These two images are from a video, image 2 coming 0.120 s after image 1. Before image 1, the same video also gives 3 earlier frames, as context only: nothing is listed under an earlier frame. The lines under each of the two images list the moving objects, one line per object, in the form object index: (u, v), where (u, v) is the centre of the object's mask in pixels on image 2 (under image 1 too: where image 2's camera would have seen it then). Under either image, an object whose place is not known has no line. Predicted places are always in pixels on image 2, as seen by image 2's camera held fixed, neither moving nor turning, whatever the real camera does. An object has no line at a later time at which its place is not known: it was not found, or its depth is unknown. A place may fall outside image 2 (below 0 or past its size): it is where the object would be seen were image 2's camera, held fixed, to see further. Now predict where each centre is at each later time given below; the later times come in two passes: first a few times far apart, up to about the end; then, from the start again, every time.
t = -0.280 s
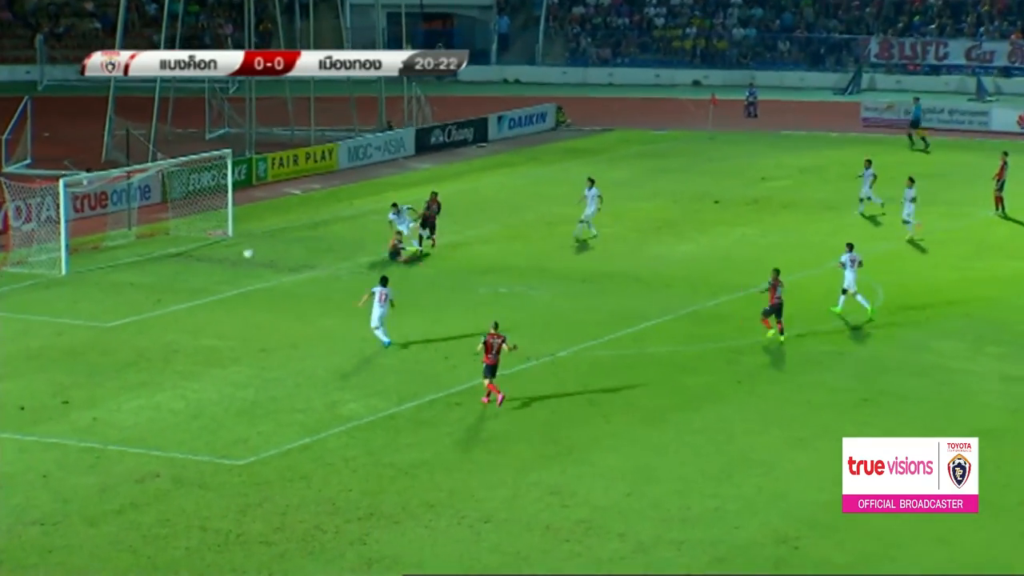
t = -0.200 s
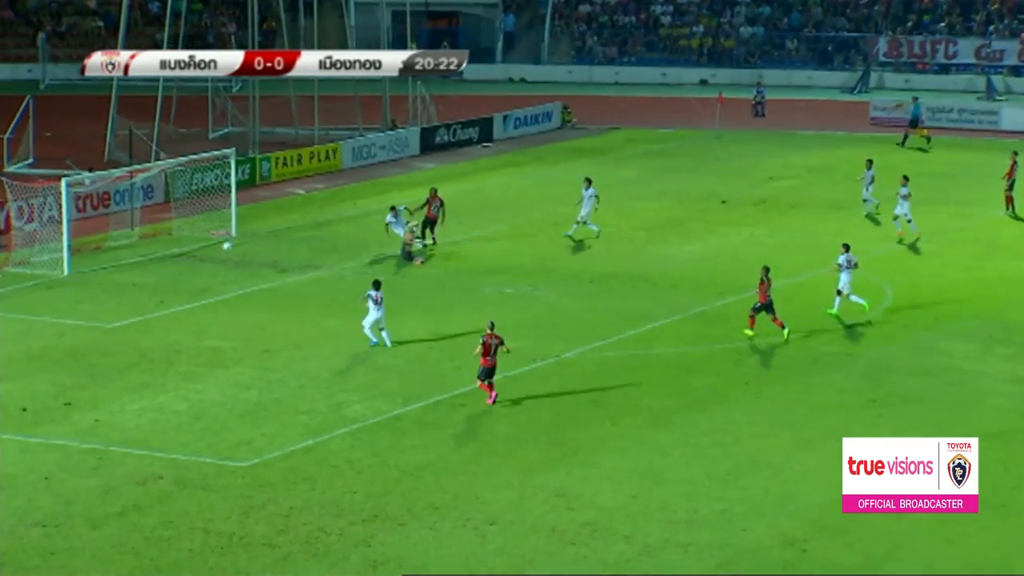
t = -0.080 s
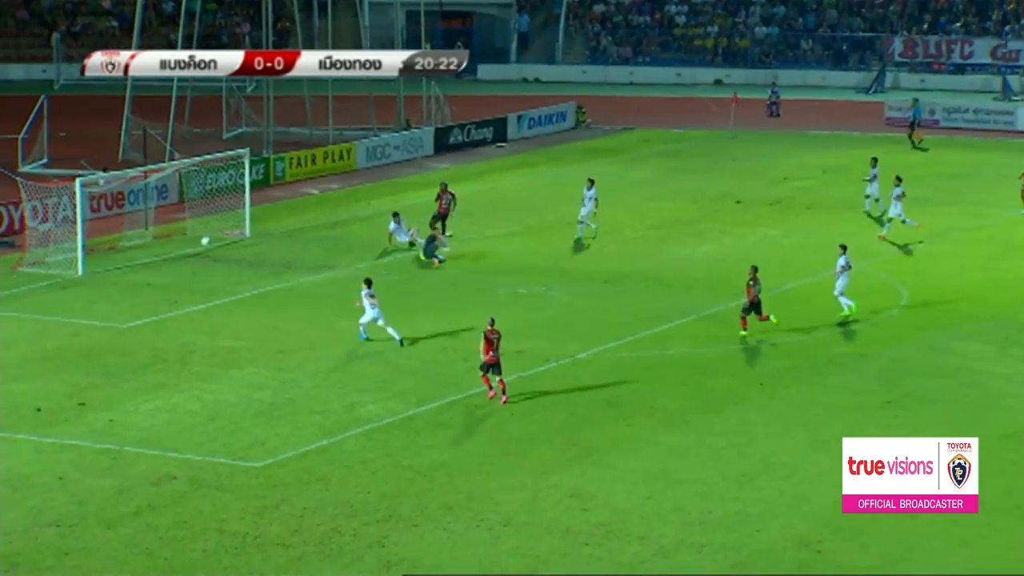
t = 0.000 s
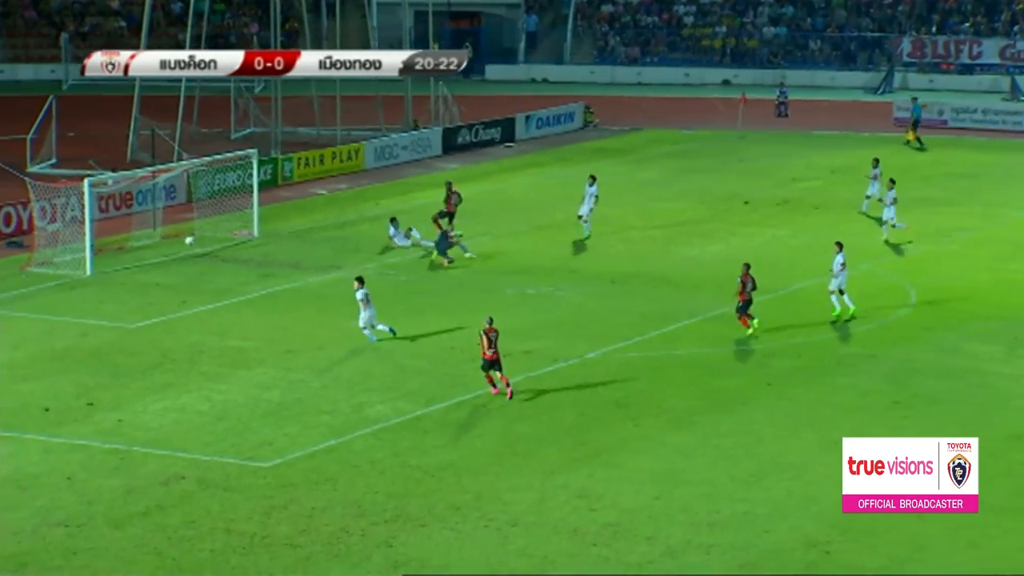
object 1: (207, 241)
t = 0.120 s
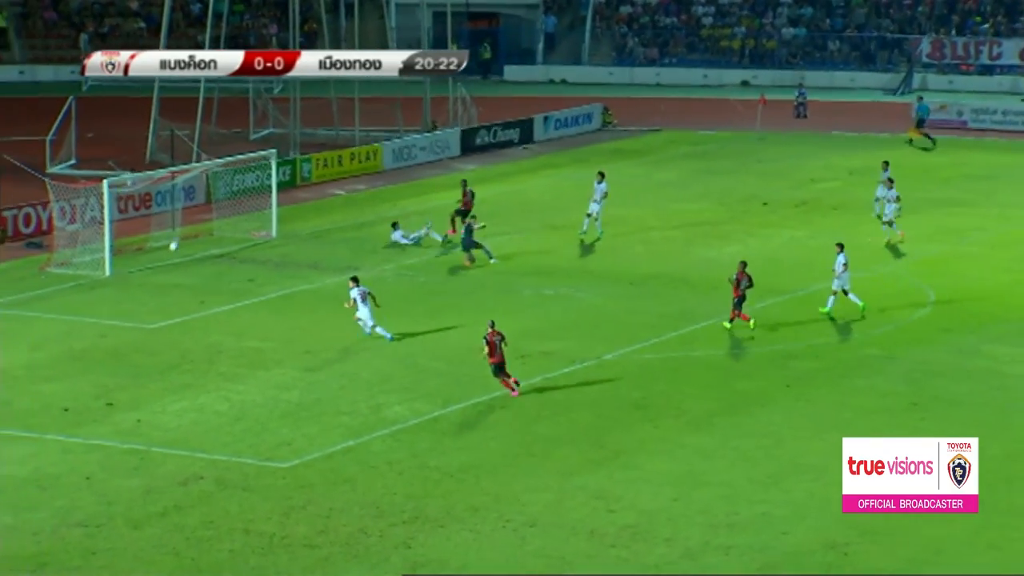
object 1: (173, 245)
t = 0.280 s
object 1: (127, 261)
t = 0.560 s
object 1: (53, 301)
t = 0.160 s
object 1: (161, 248)
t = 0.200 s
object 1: (150, 252)
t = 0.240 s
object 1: (139, 256)
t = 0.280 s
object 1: (127, 261)
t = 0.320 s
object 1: (116, 267)
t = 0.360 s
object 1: (105, 274)
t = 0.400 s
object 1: (94, 281)
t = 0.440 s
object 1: (84, 288)
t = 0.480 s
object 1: (73, 297)
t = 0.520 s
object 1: (63, 304)
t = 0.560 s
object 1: (53, 301)
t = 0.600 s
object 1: (43, 299)
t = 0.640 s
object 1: (34, 298)
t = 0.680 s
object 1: (24, 297)
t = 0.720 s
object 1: (15, 297)
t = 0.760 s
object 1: (5, 298)
